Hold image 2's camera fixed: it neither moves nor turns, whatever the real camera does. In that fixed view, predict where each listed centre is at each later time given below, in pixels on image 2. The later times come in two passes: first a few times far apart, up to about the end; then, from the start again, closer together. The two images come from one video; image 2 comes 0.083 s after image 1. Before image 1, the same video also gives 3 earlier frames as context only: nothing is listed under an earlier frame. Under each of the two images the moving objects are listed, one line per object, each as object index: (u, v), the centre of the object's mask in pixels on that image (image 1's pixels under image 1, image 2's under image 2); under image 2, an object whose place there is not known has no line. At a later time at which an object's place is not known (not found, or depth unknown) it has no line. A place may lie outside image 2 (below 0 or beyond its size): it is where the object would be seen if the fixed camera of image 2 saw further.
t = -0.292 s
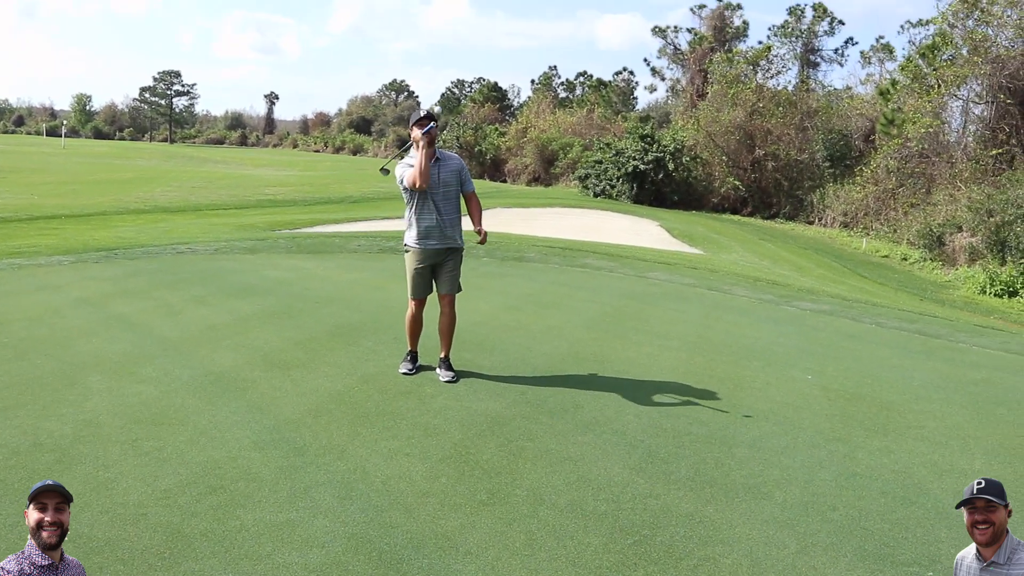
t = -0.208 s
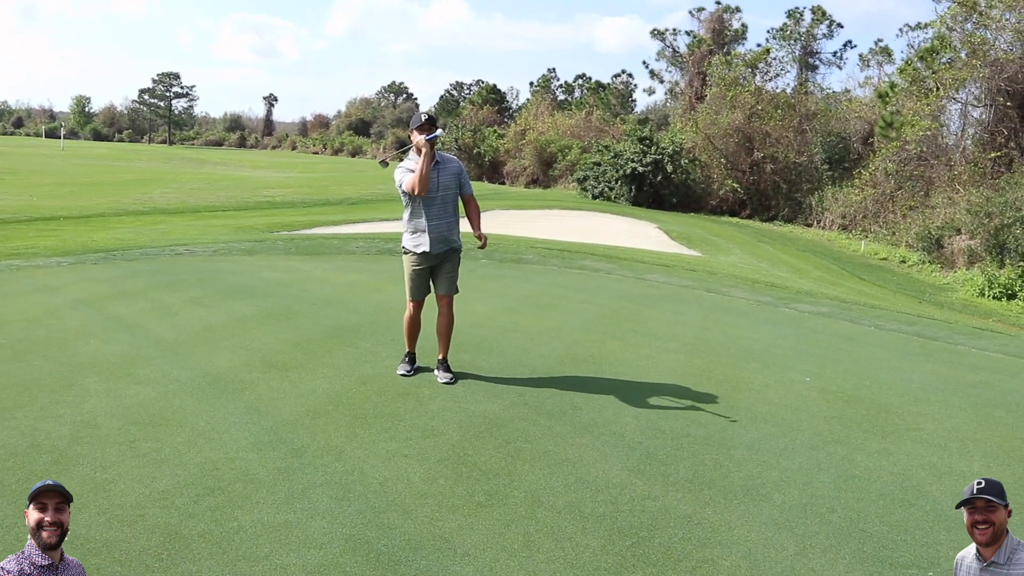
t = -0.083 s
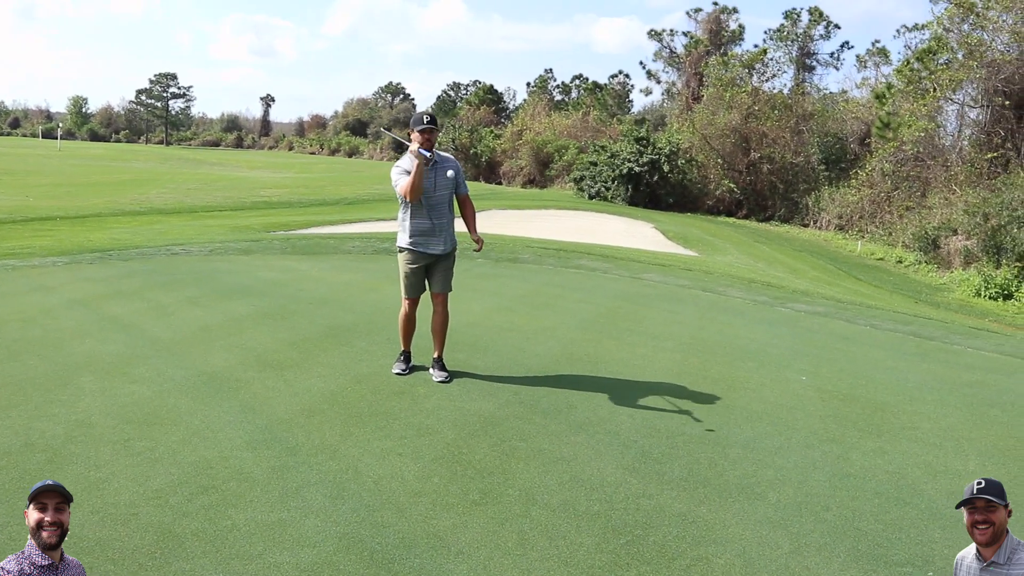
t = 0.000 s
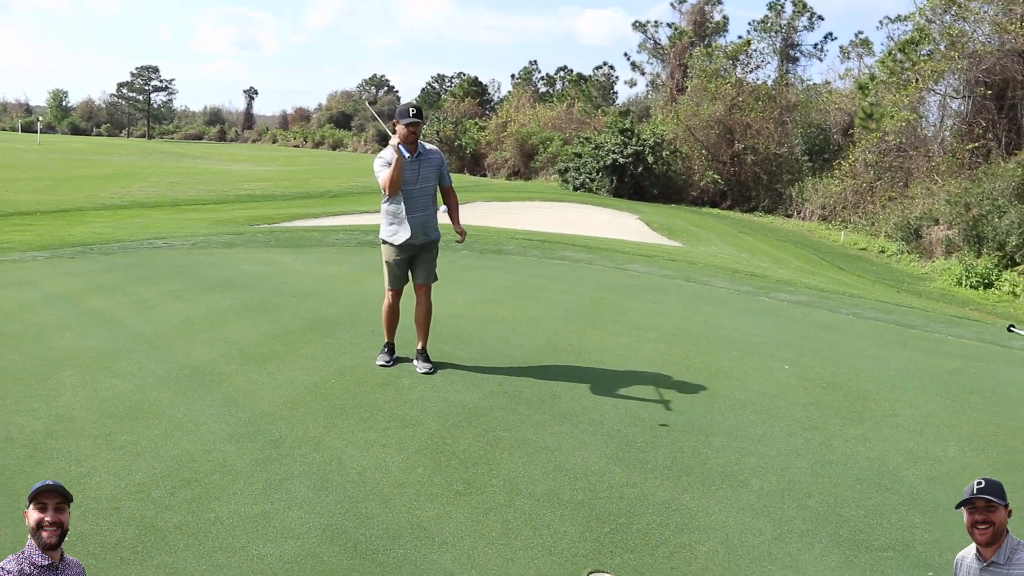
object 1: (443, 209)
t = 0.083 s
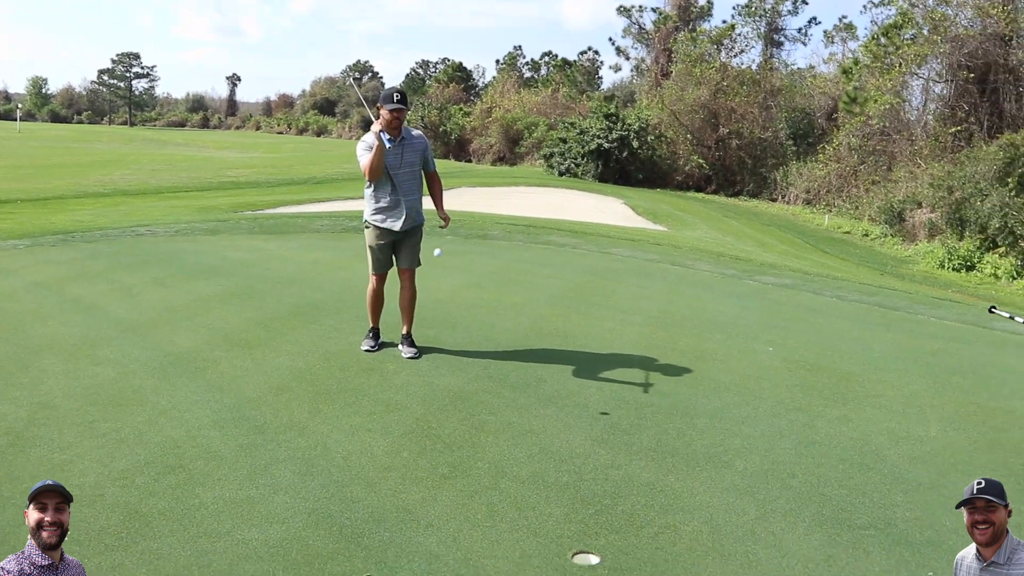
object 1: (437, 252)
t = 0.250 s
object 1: (460, 417)
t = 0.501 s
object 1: (480, 413)
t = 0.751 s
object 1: (500, 443)
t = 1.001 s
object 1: (515, 456)
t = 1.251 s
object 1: (527, 466)
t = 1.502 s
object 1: (533, 474)
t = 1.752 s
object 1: (538, 478)
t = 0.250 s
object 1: (460, 417)
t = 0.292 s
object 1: (463, 413)
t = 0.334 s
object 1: (466, 406)
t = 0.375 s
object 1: (469, 403)
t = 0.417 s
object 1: (473, 402)
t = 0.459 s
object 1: (476, 405)
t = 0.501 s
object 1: (480, 413)
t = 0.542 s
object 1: (483, 420)
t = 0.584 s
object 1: (487, 435)
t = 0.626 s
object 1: (490, 433)
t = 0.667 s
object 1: (493, 434)
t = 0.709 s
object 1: (496, 438)
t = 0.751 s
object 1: (500, 443)
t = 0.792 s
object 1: (502, 444)
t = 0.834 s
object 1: (505, 447)
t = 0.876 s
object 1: (507, 449)
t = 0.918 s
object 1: (510, 452)
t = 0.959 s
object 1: (512, 453)
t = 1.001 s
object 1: (515, 456)
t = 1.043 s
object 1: (517, 457)
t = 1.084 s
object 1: (520, 460)
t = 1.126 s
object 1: (521, 461)
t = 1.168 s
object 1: (524, 463)
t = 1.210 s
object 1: (525, 464)
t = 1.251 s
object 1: (527, 466)
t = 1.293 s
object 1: (528, 467)
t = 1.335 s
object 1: (529, 469)
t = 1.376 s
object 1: (530, 470)
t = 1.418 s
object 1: (531, 472)
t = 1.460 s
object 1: (532, 473)
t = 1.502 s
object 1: (533, 474)
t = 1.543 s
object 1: (534, 475)
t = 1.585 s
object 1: (535, 476)
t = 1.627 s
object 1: (536, 476)
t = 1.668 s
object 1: (537, 477)
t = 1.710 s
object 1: (537, 477)
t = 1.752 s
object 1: (538, 478)
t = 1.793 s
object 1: (538, 478)
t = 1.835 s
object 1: (538, 478)
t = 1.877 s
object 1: (538, 478)
